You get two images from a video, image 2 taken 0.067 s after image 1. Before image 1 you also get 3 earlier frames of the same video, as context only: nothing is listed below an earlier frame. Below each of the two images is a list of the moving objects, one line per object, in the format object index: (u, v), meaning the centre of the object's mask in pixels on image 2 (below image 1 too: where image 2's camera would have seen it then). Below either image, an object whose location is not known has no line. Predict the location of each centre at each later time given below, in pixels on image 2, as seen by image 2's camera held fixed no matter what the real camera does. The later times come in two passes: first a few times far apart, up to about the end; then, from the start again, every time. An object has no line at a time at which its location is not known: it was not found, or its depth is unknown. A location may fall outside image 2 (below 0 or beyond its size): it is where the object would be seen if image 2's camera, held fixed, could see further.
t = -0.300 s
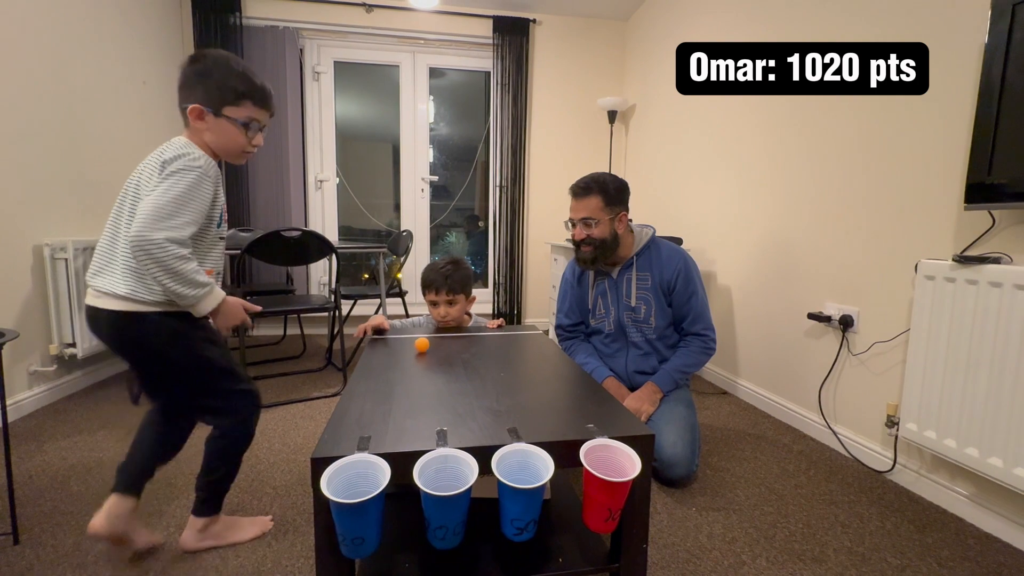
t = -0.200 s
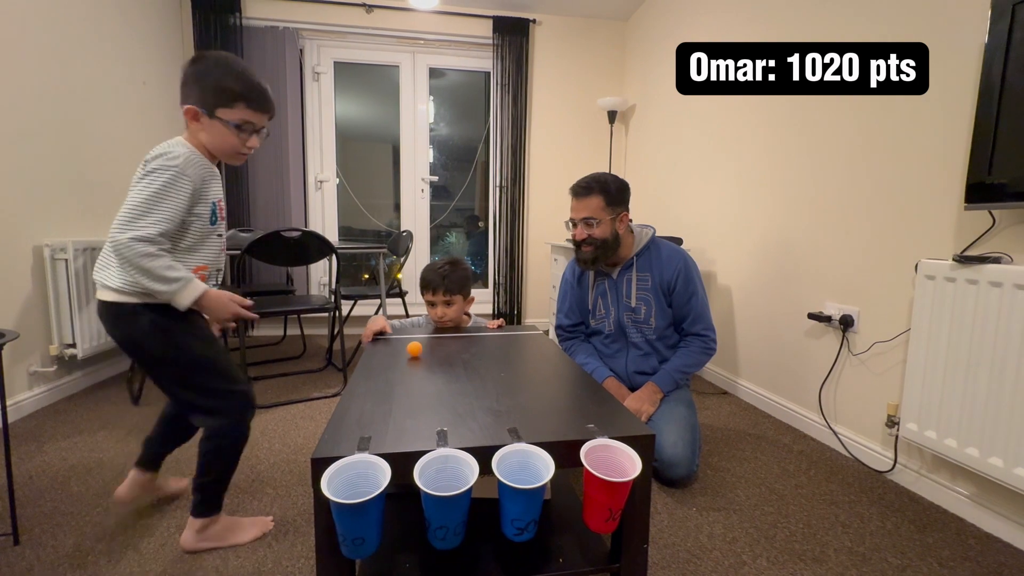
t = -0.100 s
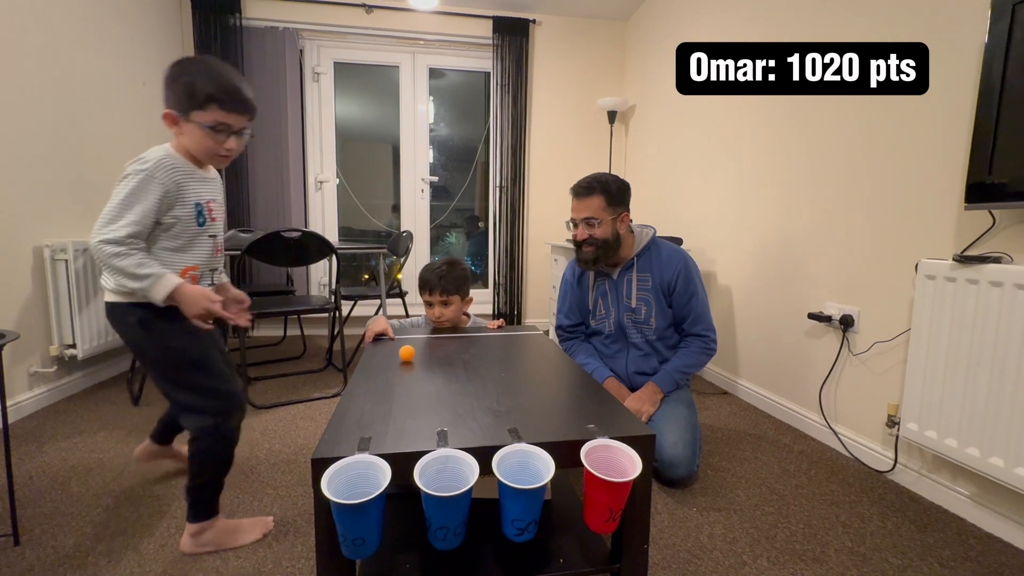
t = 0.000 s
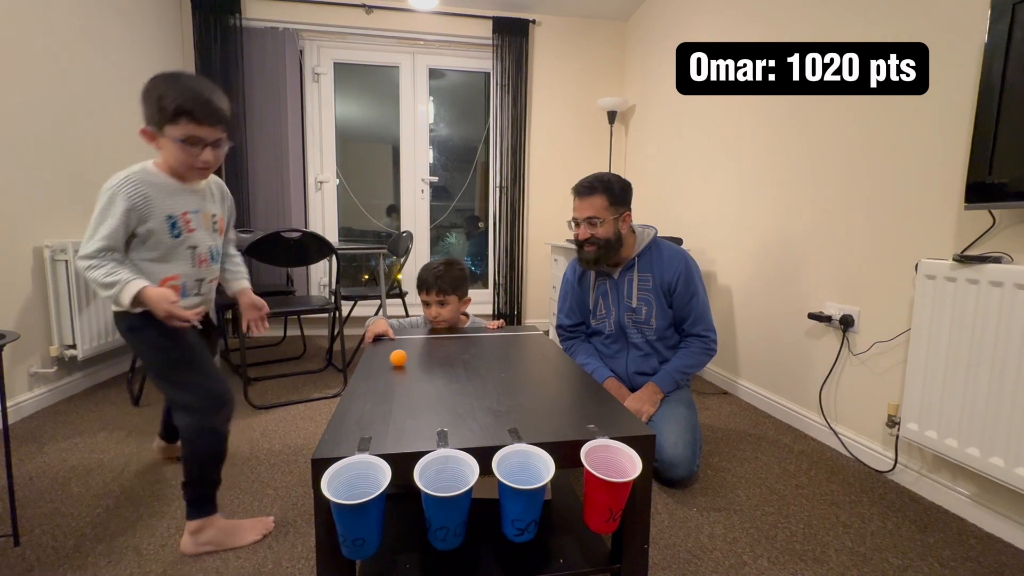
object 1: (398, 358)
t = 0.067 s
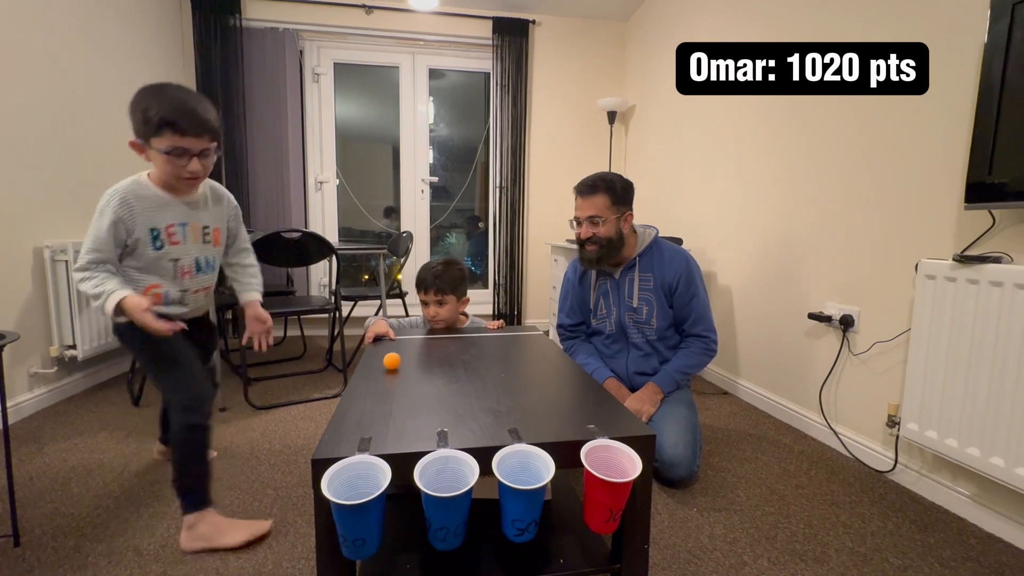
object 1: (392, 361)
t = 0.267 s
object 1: (372, 370)
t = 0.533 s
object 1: (339, 384)
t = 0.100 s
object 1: (388, 363)
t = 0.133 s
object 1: (385, 364)
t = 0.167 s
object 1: (382, 366)
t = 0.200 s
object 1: (378, 367)
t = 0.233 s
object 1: (375, 368)
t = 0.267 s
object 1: (372, 370)
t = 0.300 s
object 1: (368, 372)
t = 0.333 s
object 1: (364, 374)
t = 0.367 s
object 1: (360, 375)
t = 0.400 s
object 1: (356, 377)
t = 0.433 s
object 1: (351, 378)
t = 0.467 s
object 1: (347, 380)
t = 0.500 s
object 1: (343, 382)
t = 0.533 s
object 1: (339, 384)
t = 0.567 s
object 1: (334, 389)
